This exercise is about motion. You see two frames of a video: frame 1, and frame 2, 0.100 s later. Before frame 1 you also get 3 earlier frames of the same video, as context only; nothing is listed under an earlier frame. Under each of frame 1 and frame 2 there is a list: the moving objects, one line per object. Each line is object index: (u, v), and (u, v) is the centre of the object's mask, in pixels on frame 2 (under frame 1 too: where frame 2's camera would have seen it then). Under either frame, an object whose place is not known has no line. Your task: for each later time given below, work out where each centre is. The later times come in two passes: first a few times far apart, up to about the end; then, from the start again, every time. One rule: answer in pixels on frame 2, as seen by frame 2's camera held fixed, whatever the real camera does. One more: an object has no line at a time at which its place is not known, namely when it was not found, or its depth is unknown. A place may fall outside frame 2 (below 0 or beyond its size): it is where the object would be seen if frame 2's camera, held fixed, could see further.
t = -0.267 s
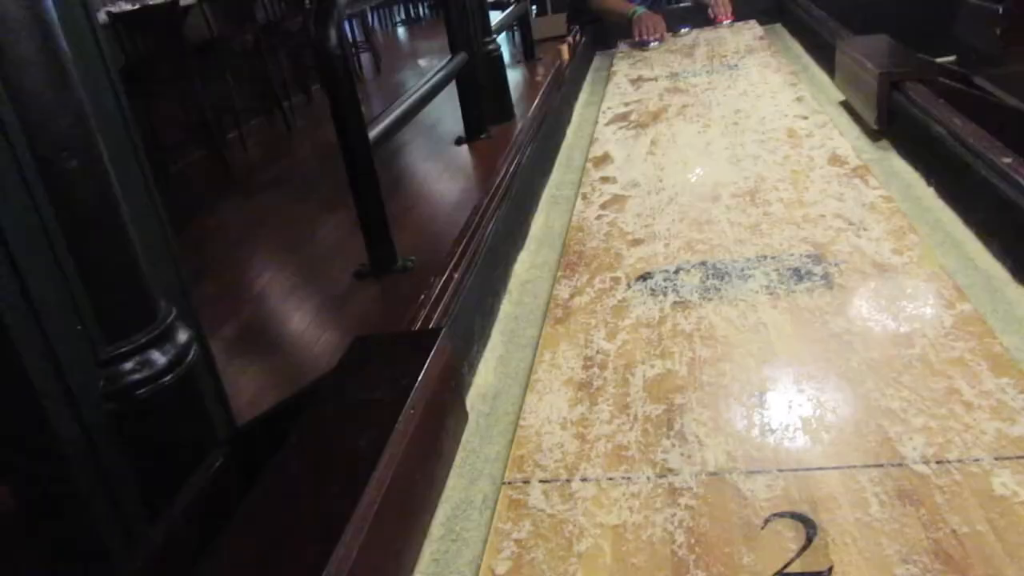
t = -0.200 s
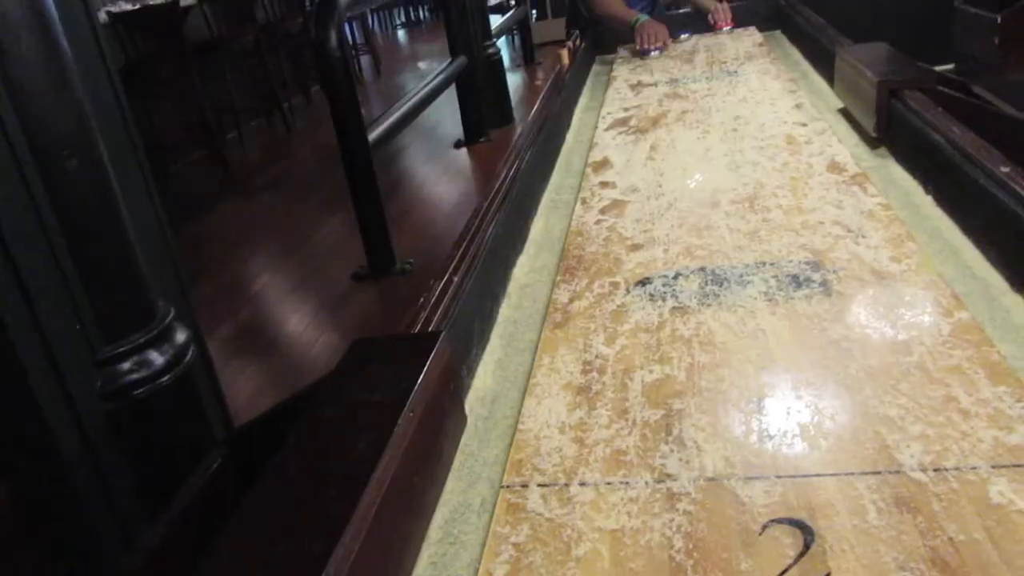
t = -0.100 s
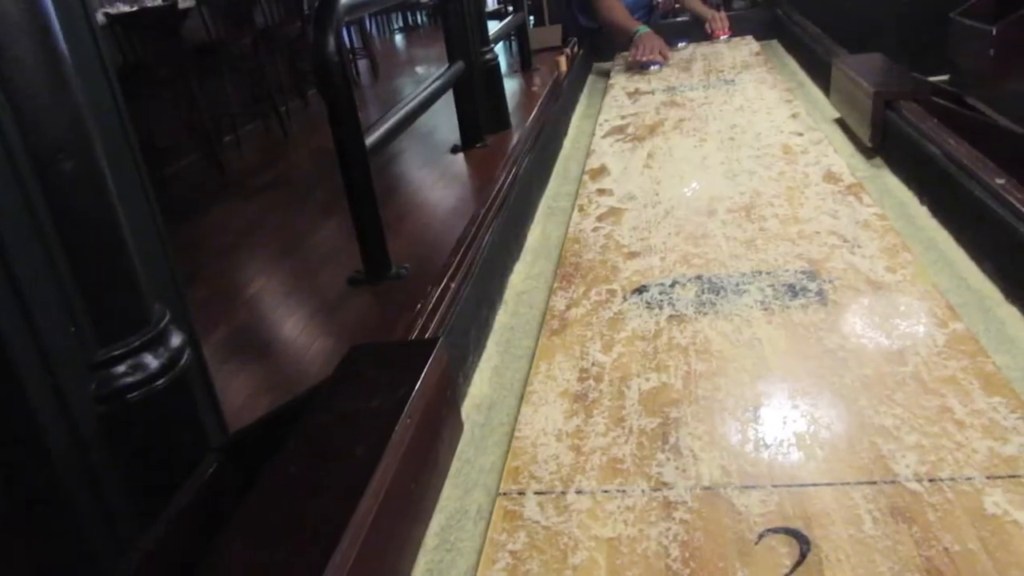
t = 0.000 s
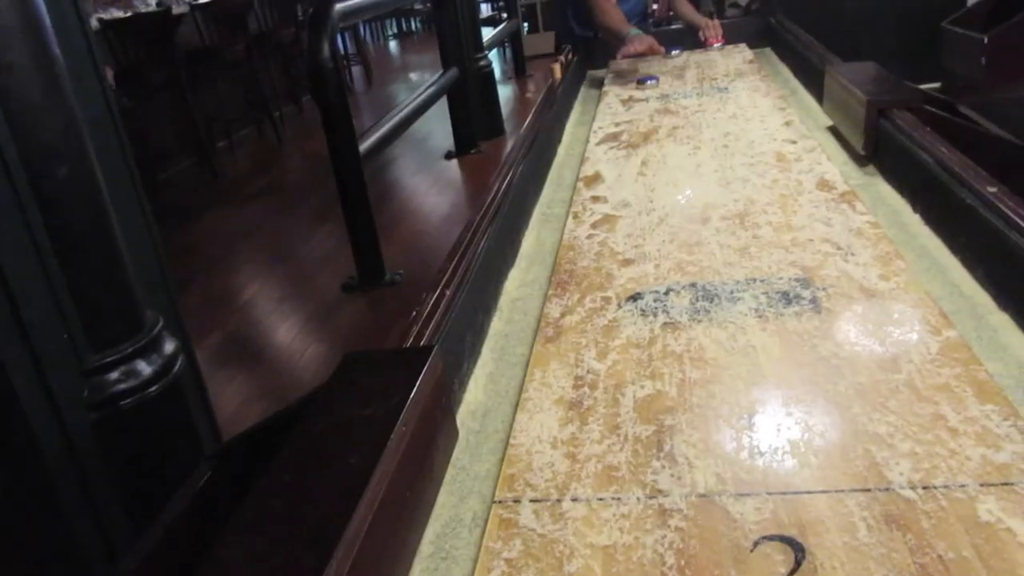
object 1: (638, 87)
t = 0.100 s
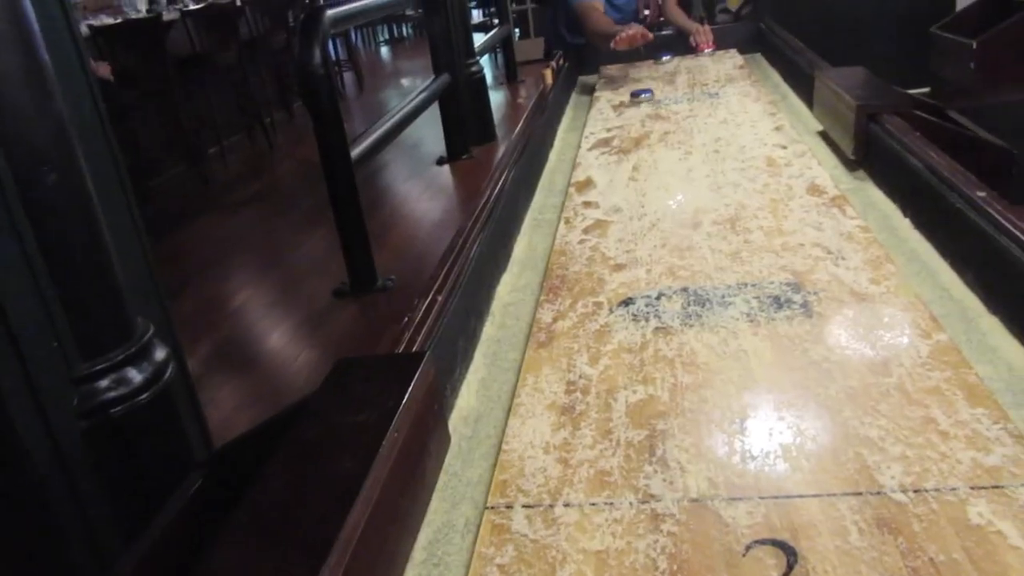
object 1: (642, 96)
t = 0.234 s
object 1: (646, 106)
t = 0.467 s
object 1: (654, 127)
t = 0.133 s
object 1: (642, 98)
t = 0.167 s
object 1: (643, 101)
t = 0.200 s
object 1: (644, 103)
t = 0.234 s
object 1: (646, 106)
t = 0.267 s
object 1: (646, 109)
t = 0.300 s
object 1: (648, 112)
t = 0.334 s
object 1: (649, 115)
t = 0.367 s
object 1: (650, 118)
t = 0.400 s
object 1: (651, 121)
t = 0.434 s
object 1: (652, 124)
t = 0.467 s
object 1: (654, 127)
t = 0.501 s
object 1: (655, 131)
